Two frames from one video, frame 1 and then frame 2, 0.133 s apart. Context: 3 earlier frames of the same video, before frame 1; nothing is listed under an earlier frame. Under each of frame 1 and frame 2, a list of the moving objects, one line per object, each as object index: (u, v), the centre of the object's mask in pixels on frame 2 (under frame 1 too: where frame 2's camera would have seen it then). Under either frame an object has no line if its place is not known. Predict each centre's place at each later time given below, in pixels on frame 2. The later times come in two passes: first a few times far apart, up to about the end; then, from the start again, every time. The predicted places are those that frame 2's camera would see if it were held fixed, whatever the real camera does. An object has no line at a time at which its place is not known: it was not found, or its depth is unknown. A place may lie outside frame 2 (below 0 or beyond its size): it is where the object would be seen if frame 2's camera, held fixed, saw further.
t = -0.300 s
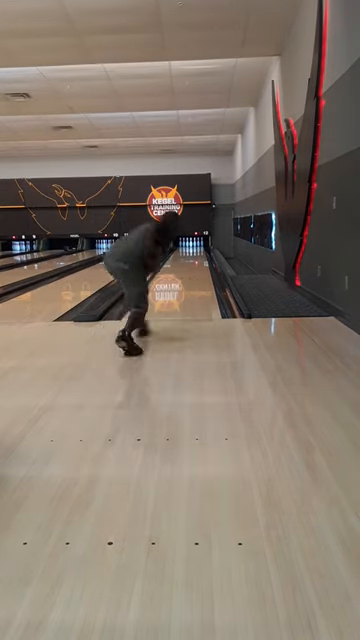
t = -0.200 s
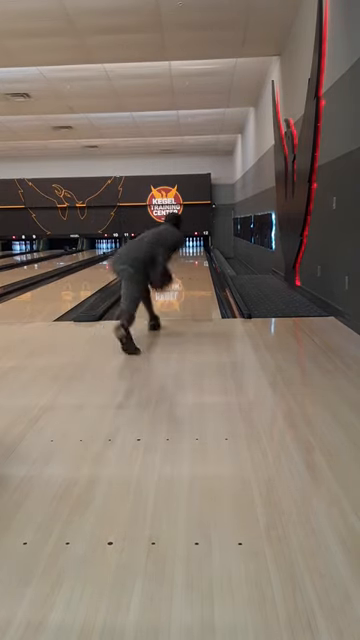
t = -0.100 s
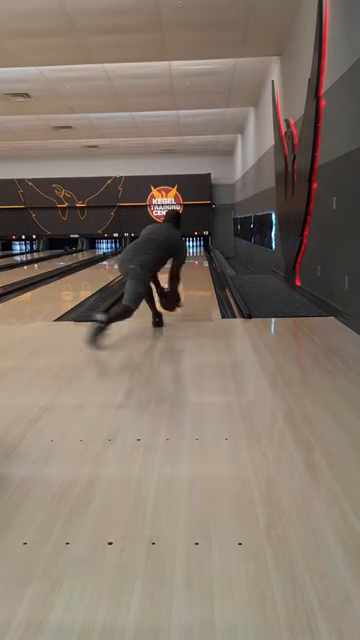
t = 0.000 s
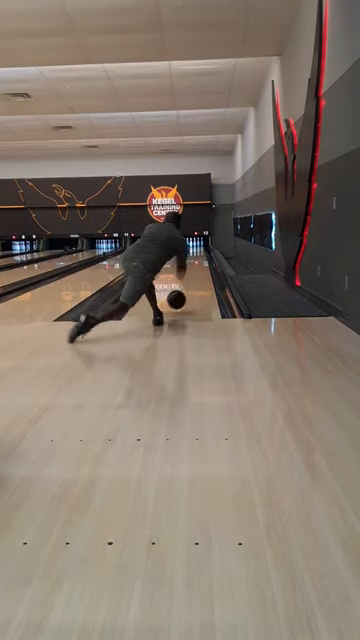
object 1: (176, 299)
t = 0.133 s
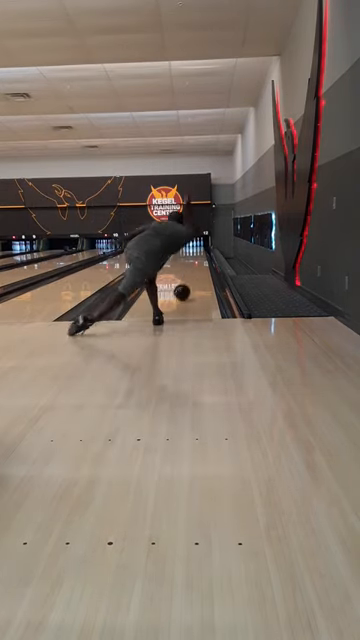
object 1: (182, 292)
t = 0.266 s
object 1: (186, 284)
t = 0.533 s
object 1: (191, 272)
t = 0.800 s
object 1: (195, 264)
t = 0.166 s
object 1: (183, 290)
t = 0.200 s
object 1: (184, 288)
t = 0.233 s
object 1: (185, 286)
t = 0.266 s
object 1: (186, 284)
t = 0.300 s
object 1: (187, 282)
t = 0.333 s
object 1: (187, 280)
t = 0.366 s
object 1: (188, 278)
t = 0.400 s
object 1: (189, 277)
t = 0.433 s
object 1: (189, 276)
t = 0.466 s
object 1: (190, 274)
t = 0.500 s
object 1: (191, 273)
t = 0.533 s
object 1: (191, 272)
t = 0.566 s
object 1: (192, 270)
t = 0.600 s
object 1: (192, 269)
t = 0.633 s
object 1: (193, 268)
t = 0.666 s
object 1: (193, 267)
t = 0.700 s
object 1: (194, 266)
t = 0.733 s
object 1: (194, 265)
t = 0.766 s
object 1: (194, 264)
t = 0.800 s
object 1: (195, 264)
